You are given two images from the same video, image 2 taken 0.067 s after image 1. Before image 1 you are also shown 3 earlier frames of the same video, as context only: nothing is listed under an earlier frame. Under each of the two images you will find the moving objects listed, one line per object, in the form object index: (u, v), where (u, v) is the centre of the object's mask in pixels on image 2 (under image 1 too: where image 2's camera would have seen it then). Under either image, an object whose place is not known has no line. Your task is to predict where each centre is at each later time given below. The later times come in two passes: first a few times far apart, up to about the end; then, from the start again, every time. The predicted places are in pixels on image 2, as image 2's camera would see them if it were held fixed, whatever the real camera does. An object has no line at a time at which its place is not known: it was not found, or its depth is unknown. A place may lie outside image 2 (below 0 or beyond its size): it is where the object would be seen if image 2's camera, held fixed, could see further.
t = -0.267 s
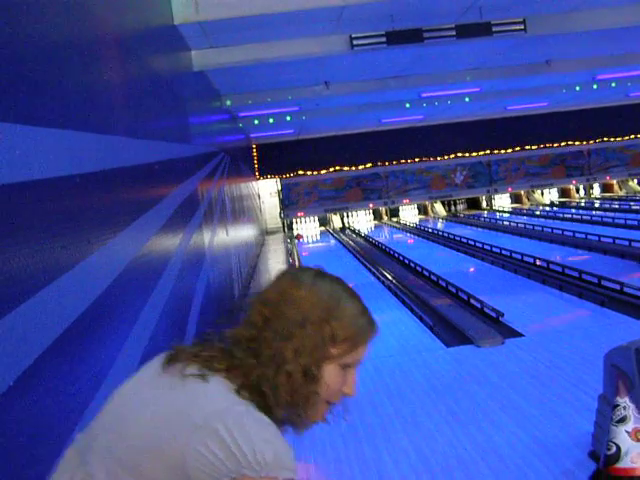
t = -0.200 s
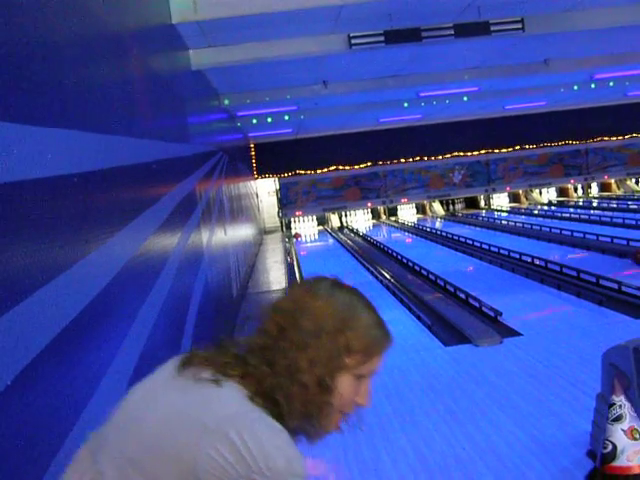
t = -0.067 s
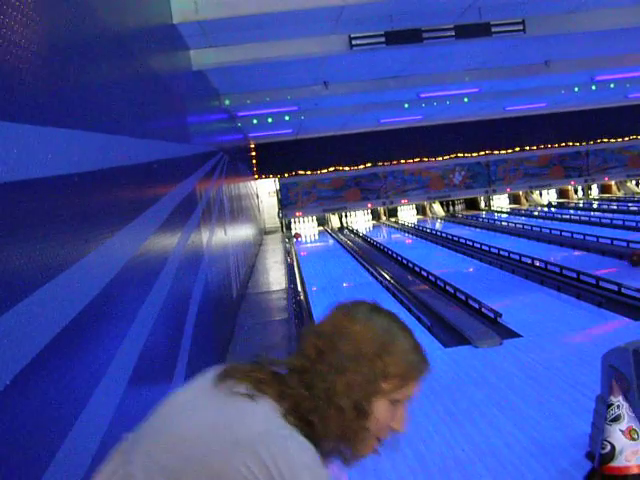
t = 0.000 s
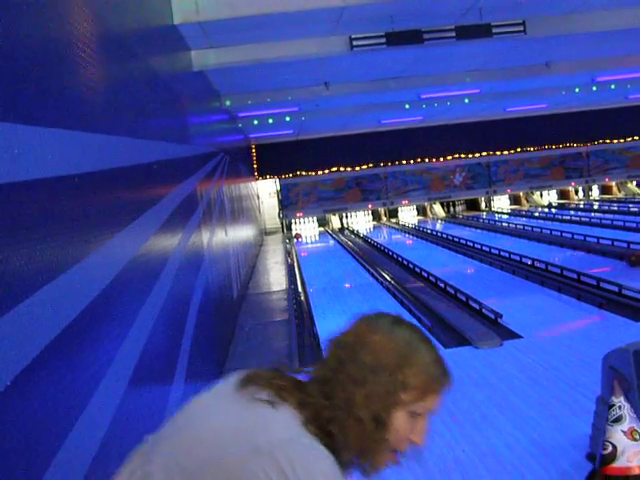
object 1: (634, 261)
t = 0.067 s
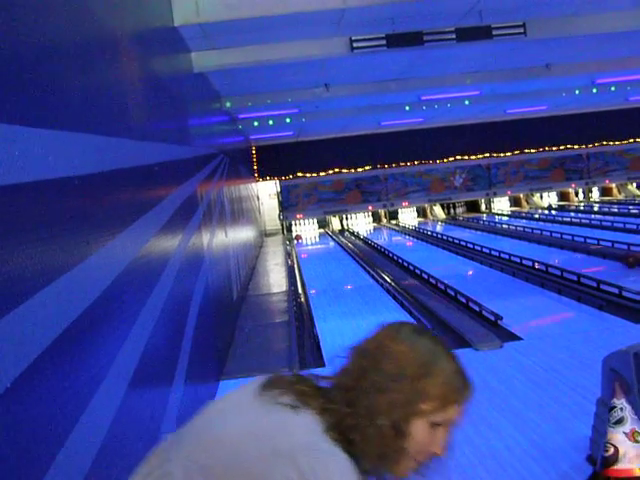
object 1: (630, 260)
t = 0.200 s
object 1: (625, 259)
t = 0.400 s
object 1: (619, 258)
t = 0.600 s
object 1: (612, 257)
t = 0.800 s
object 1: (606, 256)
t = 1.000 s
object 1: (601, 254)
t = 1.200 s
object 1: (596, 253)
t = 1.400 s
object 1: (591, 252)
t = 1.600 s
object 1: (584, 251)
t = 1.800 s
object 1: (579, 250)
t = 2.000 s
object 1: (574, 249)
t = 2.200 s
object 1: (569, 249)
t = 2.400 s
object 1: (563, 248)
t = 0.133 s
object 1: (628, 259)
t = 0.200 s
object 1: (625, 259)
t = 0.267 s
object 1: (623, 258)
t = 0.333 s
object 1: (622, 258)
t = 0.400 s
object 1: (619, 258)
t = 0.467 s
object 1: (617, 257)
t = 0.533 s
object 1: (615, 257)
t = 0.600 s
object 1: (612, 257)
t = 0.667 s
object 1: (611, 255)
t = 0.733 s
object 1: (609, 255)
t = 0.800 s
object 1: (606, 256)
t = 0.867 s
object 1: (604, 256)
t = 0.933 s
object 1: (602, 255)
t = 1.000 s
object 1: (601, 254)
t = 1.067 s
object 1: (599, 253)
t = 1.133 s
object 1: (597, 253)
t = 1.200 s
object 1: (596, 253)
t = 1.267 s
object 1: (595, 253)
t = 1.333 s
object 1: (593, 252)
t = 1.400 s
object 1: (591, 252)
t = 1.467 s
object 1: (589, 251)
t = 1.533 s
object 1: (588, 251)
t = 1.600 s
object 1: (584, 251)
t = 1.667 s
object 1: (582, 251)
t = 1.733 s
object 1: (580, 251)
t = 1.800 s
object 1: (579, 250)
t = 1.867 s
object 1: (577, 250)
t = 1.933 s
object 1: (575, 250)
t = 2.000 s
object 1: (574, 249)
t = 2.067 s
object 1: (572, 249)
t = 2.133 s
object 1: (570, 249)
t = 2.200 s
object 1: (569, 249)
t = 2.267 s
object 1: (567, 248)
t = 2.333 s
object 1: (566, 248)
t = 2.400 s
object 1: (563, 248)
